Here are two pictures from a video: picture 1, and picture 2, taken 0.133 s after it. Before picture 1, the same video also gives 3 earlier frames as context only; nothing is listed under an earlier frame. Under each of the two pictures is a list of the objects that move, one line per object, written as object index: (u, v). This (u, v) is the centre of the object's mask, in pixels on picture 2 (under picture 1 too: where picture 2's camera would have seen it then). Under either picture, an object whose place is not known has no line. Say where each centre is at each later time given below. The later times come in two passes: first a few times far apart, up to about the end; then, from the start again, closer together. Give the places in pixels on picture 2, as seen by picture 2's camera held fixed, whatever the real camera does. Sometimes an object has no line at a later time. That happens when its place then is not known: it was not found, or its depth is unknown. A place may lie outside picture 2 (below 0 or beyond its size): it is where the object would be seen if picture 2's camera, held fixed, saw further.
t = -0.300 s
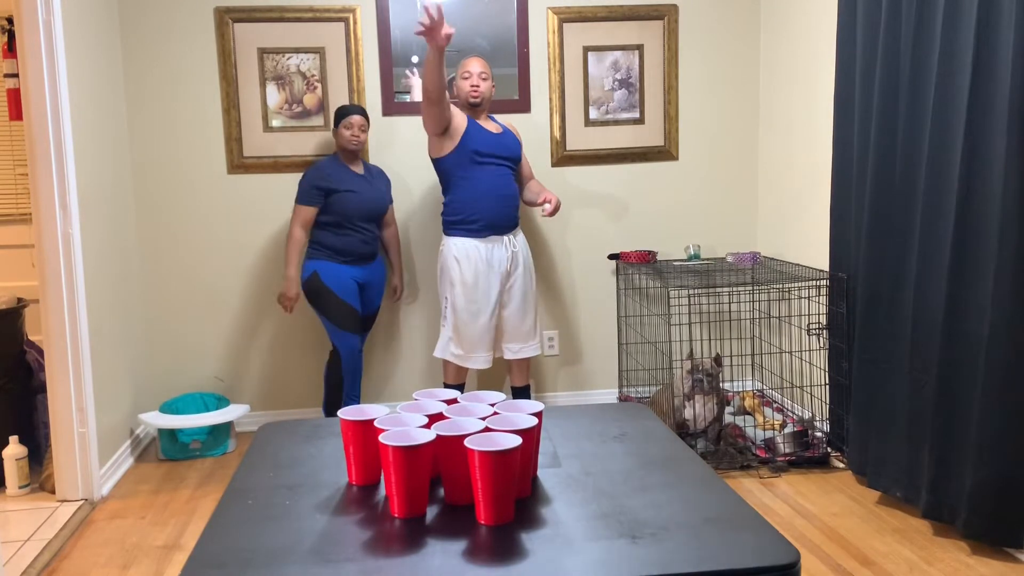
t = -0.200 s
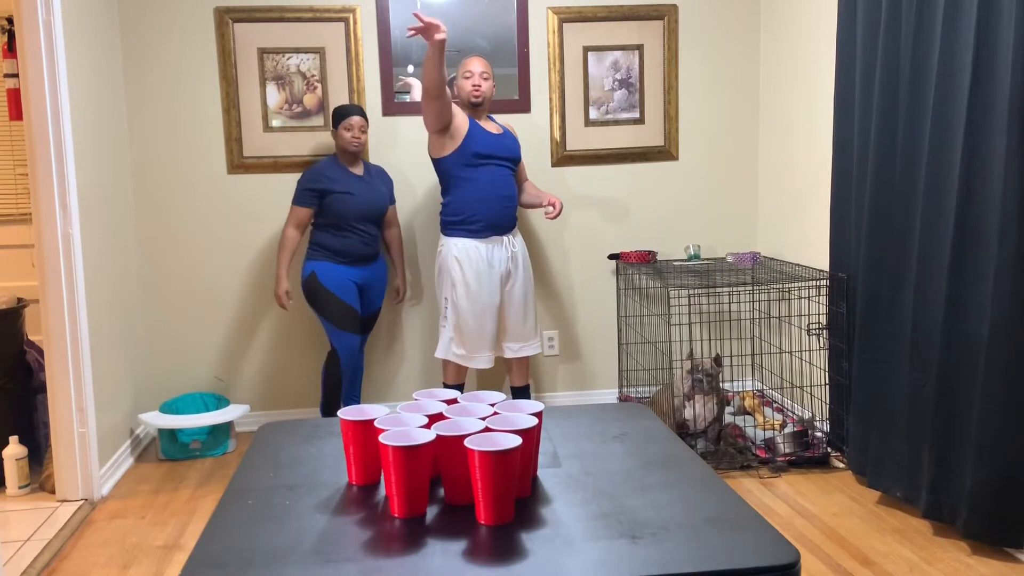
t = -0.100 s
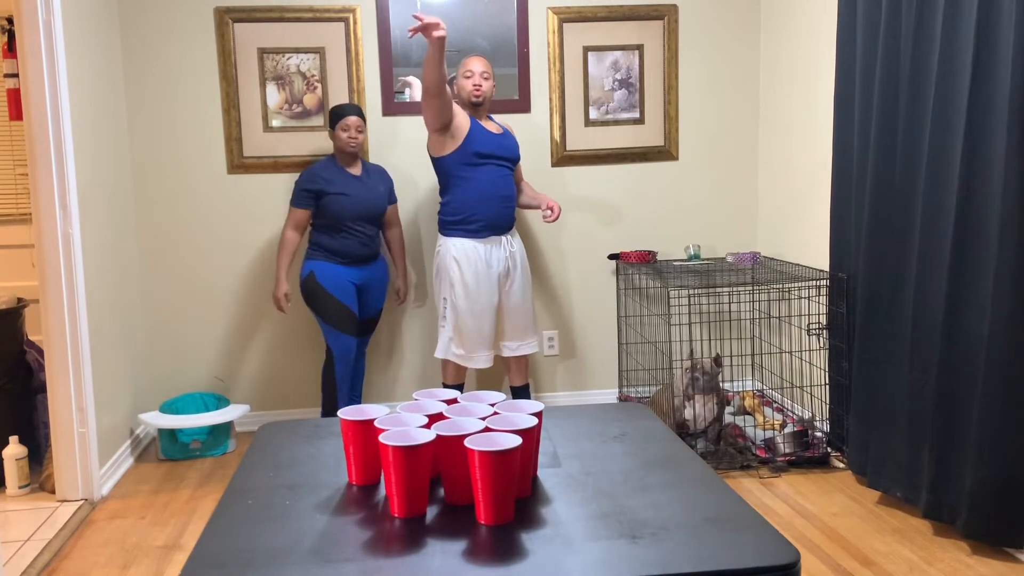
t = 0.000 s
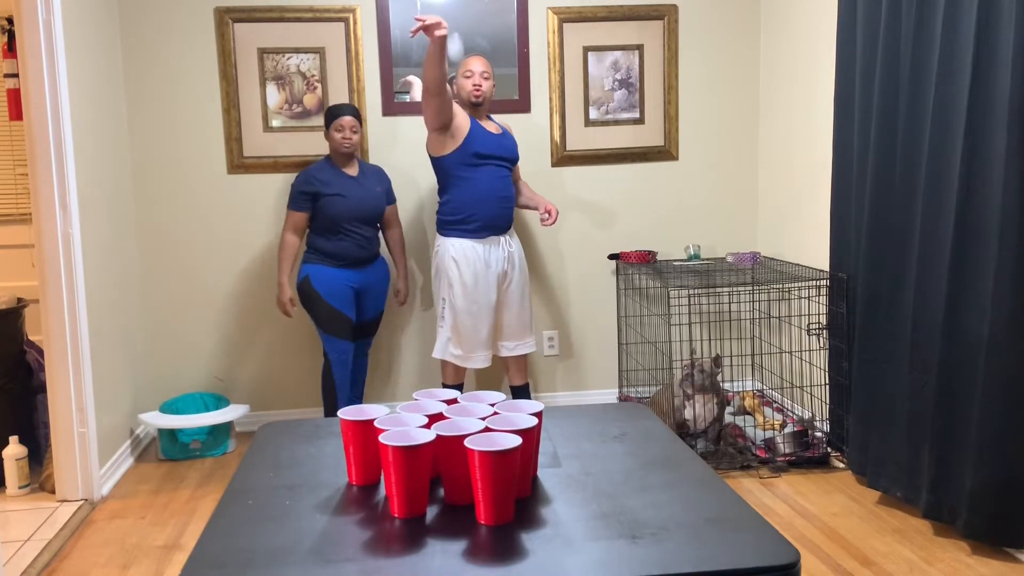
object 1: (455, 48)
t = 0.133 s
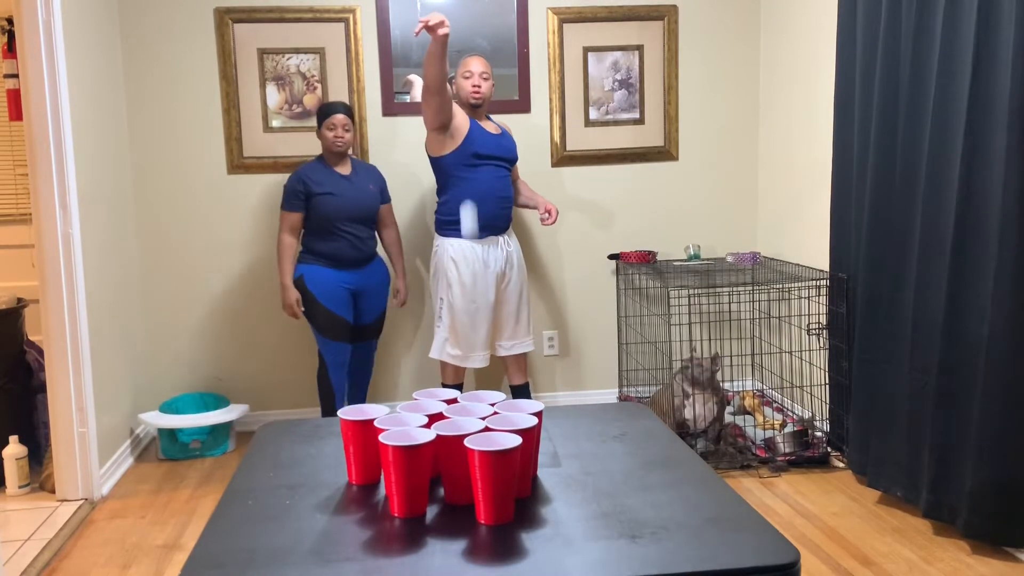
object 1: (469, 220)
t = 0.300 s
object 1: (486, 372)
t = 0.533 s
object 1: (506, 314)
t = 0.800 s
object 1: (541, 501)
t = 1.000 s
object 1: (573, 559)
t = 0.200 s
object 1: (477, 345)
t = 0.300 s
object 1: (486, 372)
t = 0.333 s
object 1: (488, 345)
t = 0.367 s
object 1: (490, 326)
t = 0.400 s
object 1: (493, 311)
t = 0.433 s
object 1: (495, 302)
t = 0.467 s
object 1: (499, 300)
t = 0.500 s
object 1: (502, 303)
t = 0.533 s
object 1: (506, 314)
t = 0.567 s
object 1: (509, 332)
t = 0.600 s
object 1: (515, 359)
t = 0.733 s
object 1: (534, 536)
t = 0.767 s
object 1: (538, 518)
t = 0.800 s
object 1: (541, 501)
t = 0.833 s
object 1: (546, 490)
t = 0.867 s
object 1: (551, 488)
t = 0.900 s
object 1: (556, 494)
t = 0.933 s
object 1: (561, 508)
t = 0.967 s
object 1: (567, 531)
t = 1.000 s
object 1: (573, 559)
